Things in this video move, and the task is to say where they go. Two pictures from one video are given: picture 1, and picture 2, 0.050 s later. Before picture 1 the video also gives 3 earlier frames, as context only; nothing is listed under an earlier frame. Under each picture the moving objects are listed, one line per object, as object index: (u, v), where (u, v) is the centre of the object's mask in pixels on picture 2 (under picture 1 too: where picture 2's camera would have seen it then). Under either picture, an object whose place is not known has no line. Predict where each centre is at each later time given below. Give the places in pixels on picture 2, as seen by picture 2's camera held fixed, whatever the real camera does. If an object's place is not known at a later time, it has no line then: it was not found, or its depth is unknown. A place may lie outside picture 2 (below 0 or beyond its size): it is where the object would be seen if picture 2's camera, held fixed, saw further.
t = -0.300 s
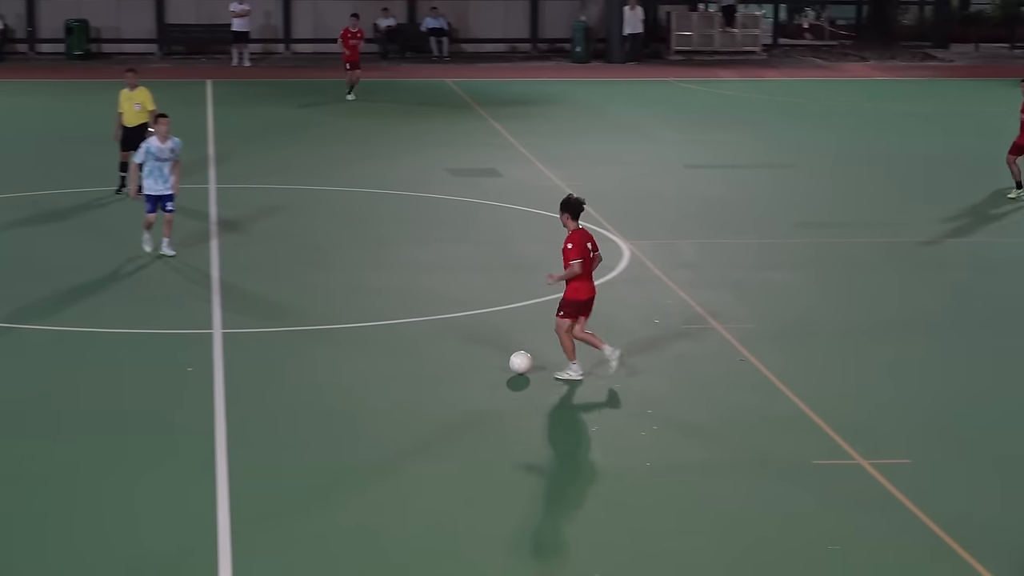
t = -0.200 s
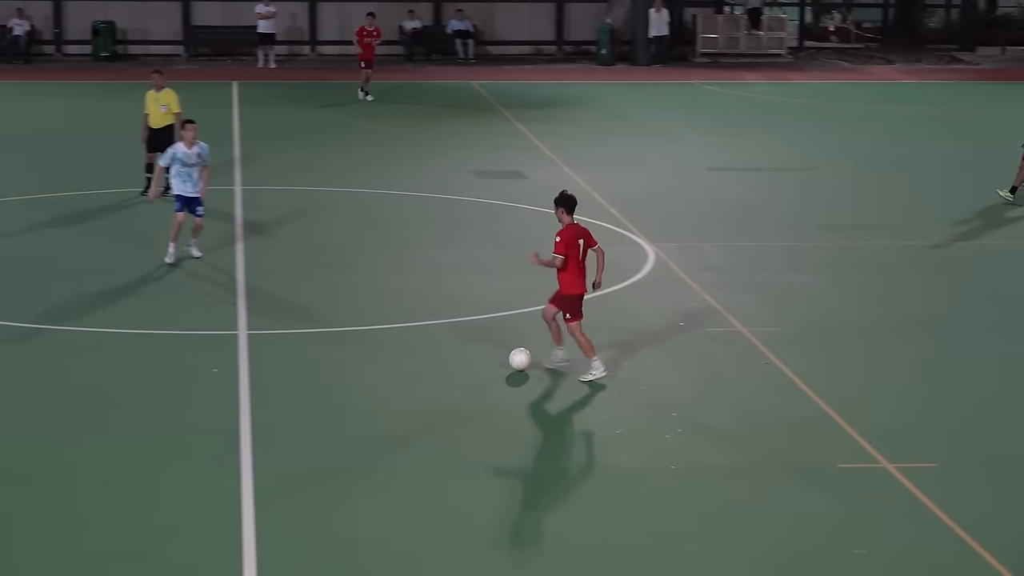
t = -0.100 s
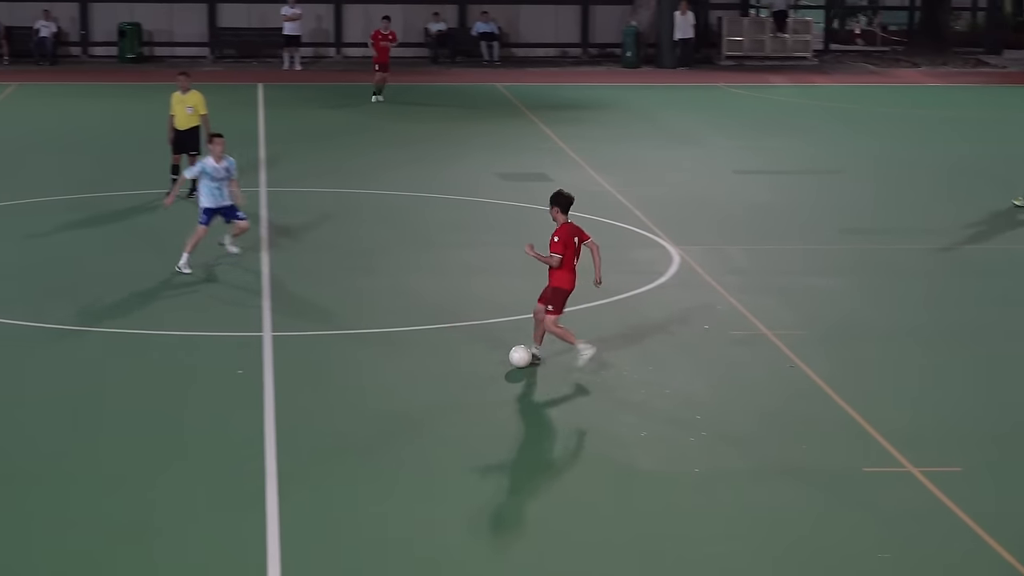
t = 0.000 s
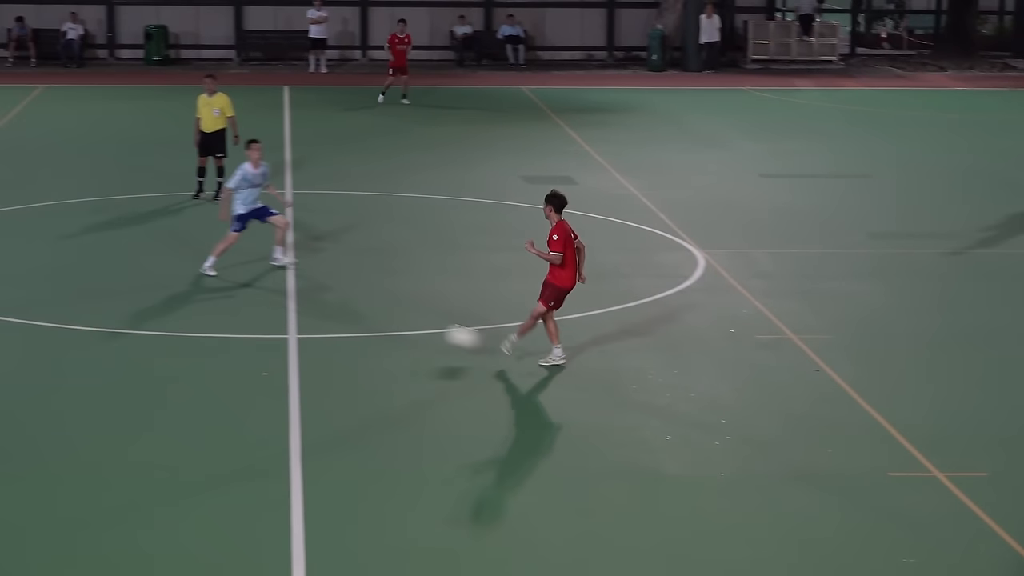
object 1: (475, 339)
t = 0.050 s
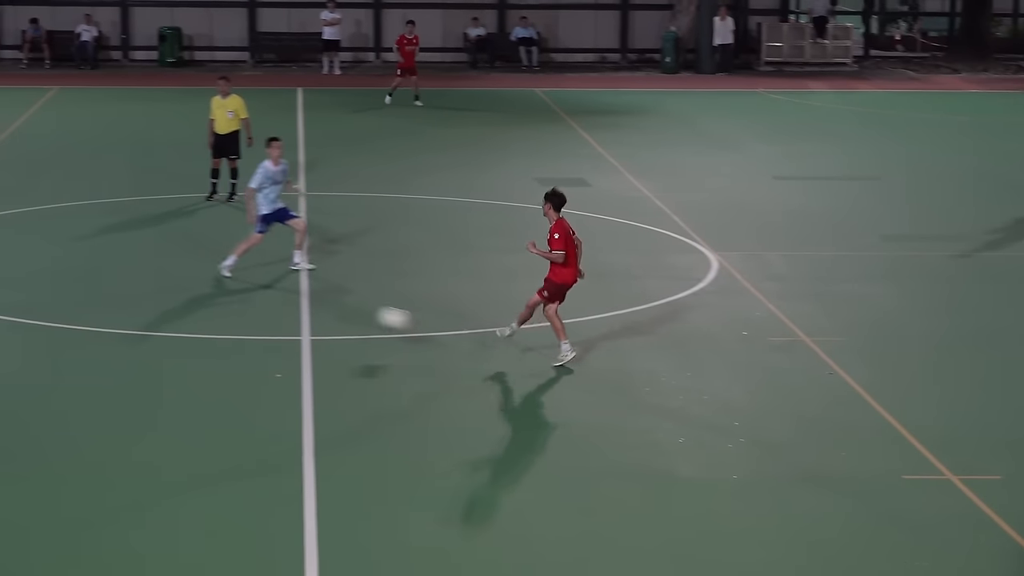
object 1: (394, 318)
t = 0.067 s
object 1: (368, 312)
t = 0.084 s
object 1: (341, 306)
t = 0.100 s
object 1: (318, 300)
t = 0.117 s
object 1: (288, 295)
